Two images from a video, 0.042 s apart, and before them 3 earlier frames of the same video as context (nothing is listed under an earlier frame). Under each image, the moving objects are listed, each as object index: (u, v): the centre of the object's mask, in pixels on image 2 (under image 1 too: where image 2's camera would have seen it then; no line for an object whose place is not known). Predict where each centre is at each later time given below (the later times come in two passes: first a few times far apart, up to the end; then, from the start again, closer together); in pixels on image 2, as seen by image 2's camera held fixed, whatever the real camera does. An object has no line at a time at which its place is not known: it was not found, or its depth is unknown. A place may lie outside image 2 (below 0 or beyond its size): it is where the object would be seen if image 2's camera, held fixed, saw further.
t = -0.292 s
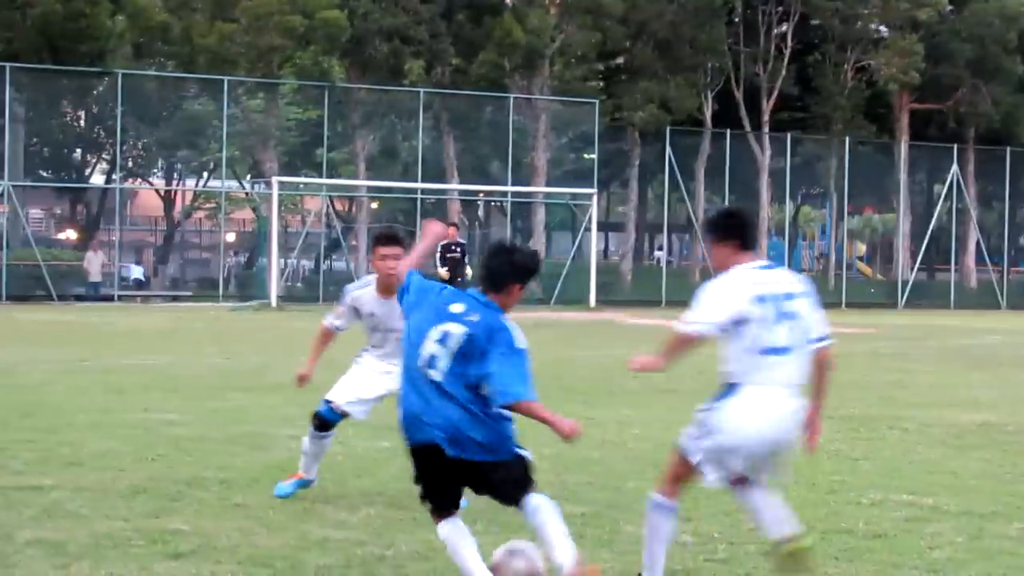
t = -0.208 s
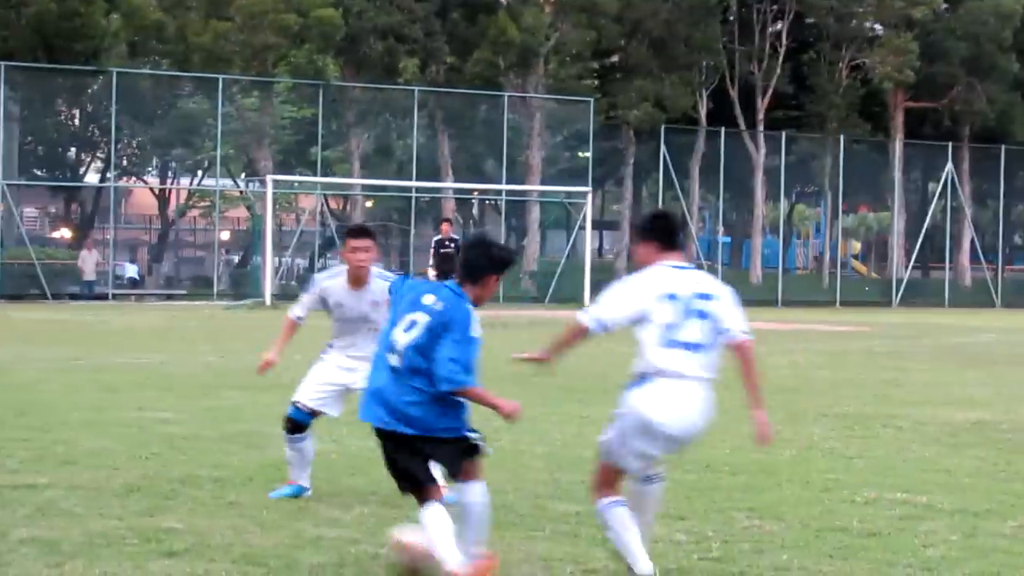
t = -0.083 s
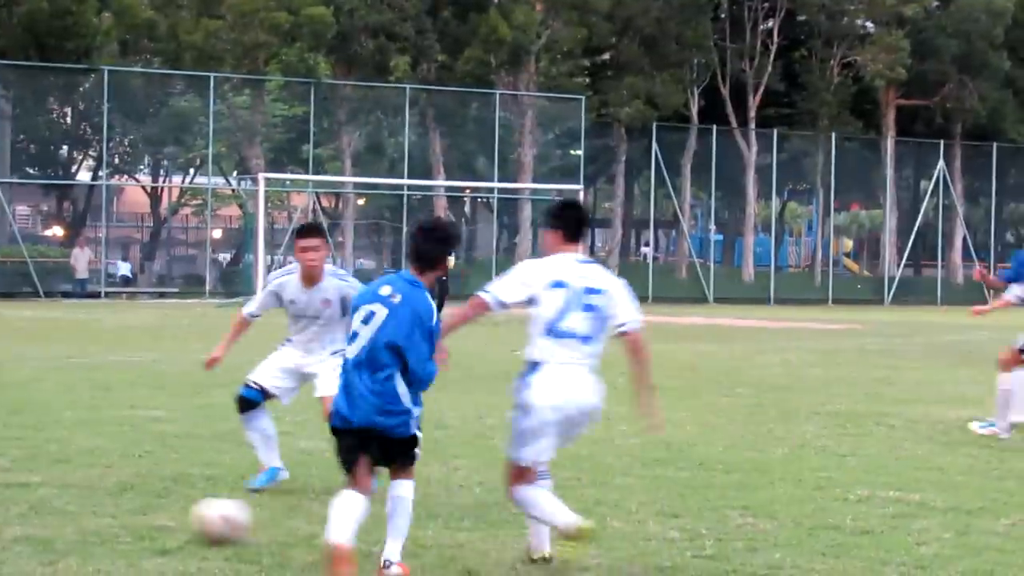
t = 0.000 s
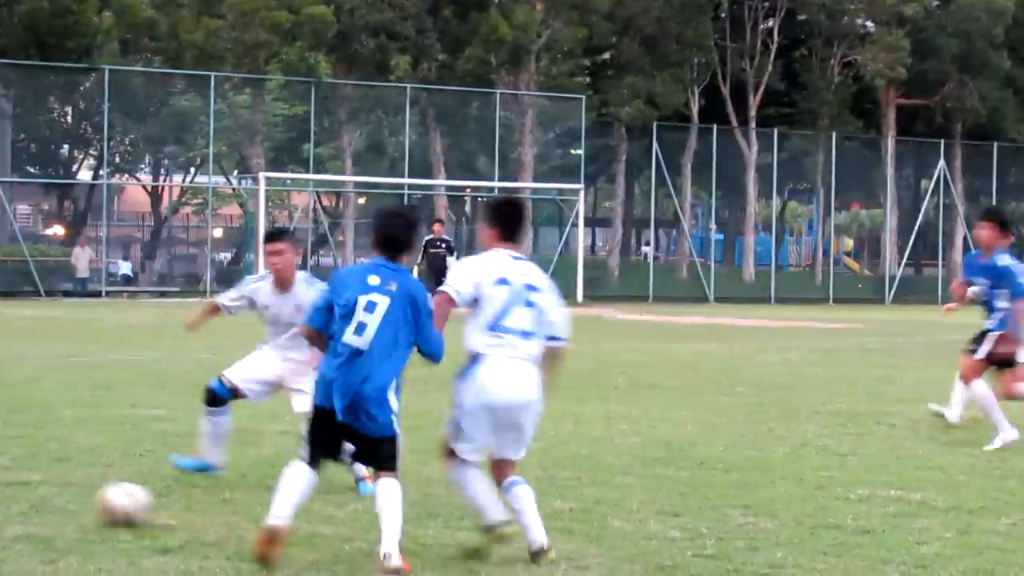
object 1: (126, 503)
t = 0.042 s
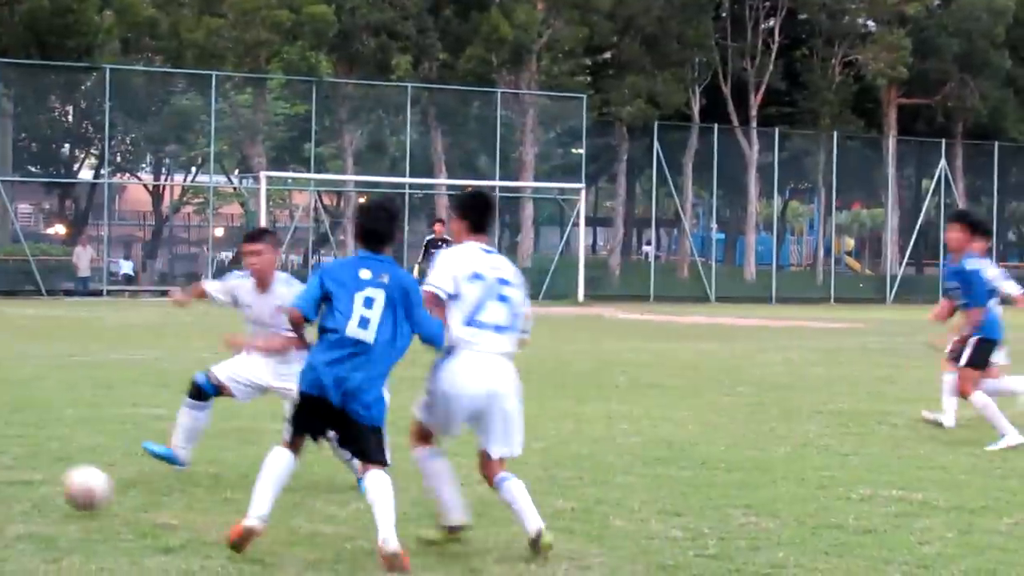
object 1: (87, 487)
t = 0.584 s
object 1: (-260, 446)
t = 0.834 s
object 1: (-372, 429)
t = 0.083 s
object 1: (53, 474)
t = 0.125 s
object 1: (17, 465)
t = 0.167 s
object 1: (-12, 460)
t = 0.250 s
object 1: (-64, 465)
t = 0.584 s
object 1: (-260, 446)
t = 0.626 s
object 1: (-280, 449)
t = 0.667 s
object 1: (-299, 438)
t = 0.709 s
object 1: (-317, 431)
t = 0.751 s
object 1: (-334, 427)
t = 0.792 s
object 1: (-352, 427)
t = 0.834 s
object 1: (-372, 429)
